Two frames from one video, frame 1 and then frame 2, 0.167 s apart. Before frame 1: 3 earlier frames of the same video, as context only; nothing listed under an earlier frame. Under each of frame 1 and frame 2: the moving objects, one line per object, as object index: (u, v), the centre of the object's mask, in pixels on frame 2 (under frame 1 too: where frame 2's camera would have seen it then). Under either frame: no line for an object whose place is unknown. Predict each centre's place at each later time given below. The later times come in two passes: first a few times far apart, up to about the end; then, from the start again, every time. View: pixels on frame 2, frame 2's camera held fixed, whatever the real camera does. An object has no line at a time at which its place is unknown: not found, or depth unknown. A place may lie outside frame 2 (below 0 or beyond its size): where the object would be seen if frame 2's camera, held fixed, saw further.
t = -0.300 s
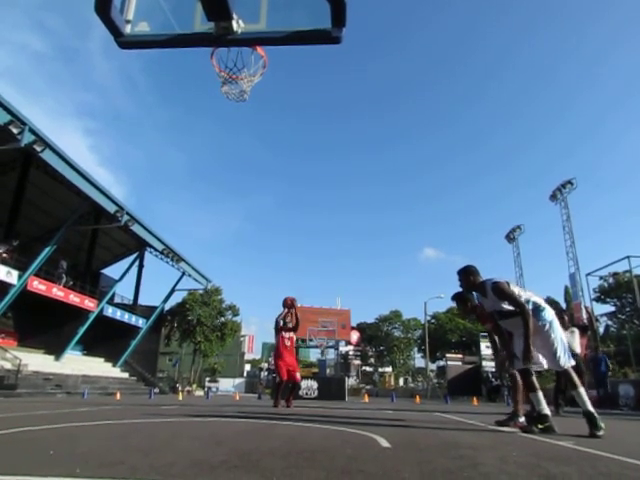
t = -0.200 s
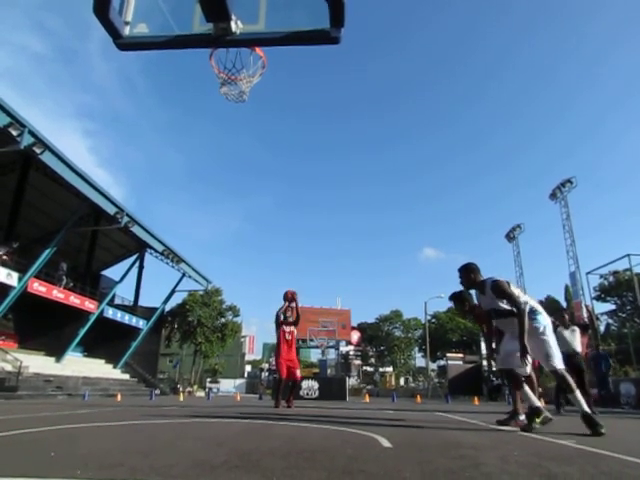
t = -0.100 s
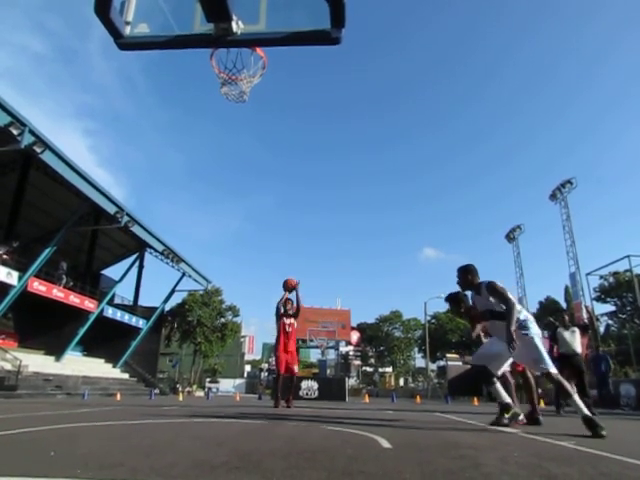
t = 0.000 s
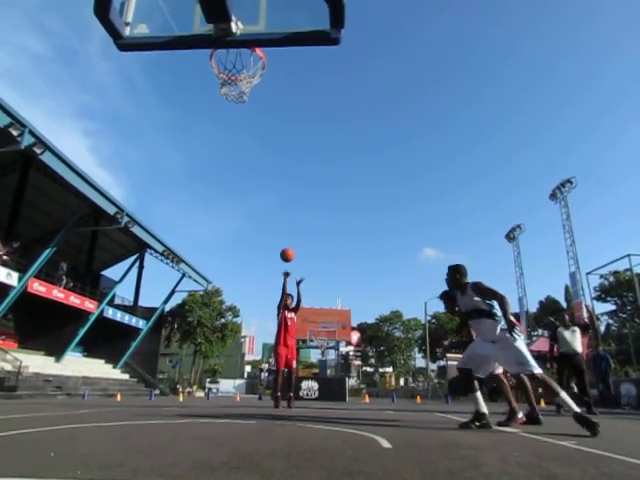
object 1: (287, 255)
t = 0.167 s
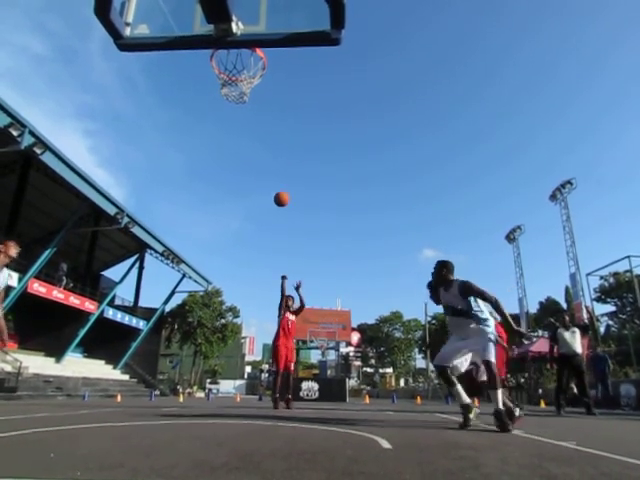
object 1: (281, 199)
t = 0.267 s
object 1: (277, 169)
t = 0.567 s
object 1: (257, 103)
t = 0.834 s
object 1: (217, 82)
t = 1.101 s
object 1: (150, 164)
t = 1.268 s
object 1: (105, 237)
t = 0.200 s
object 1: (280, 188)
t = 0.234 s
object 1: (278, 179)
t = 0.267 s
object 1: (277, 169)
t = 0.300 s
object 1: (275, 160)
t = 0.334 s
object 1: (273, 152)
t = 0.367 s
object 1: (271, 143)
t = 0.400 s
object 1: (270, 136)
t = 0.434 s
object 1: (268, 128)
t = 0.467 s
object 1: (265, 121)
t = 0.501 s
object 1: (263, 115)
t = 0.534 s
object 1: (260, 109)
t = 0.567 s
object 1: (257, 103)
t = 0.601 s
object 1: (255, 98)
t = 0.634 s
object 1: (254, 95)
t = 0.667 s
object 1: (254, 92)
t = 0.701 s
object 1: (253, 90)
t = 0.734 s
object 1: (241, 82)
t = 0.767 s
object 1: (237, 79)
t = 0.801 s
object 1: (233, 78)
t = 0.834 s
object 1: (217, 82)
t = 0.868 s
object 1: (213, 87)
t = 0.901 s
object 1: (208, 95)
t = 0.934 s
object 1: (198, 104)
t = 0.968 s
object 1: (188, 115)
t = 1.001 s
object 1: (178, 126)
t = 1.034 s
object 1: (169, 138)
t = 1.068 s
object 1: (159, 150)
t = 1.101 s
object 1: (150, 164)
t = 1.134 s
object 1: (141, 178)
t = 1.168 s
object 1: (131, 191)
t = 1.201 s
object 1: (122, 206)
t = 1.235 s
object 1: (114, 220)
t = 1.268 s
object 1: (105, 237)
